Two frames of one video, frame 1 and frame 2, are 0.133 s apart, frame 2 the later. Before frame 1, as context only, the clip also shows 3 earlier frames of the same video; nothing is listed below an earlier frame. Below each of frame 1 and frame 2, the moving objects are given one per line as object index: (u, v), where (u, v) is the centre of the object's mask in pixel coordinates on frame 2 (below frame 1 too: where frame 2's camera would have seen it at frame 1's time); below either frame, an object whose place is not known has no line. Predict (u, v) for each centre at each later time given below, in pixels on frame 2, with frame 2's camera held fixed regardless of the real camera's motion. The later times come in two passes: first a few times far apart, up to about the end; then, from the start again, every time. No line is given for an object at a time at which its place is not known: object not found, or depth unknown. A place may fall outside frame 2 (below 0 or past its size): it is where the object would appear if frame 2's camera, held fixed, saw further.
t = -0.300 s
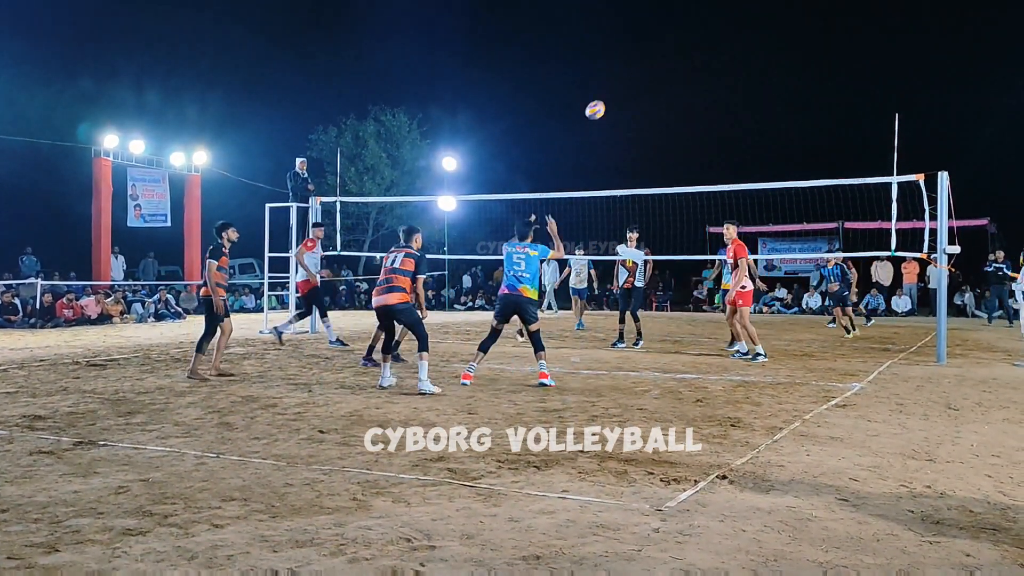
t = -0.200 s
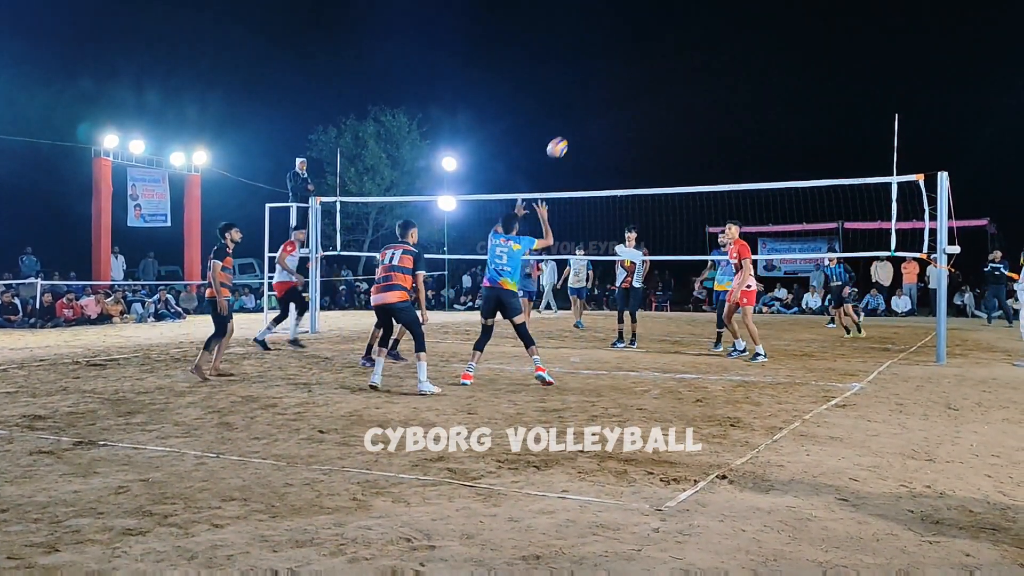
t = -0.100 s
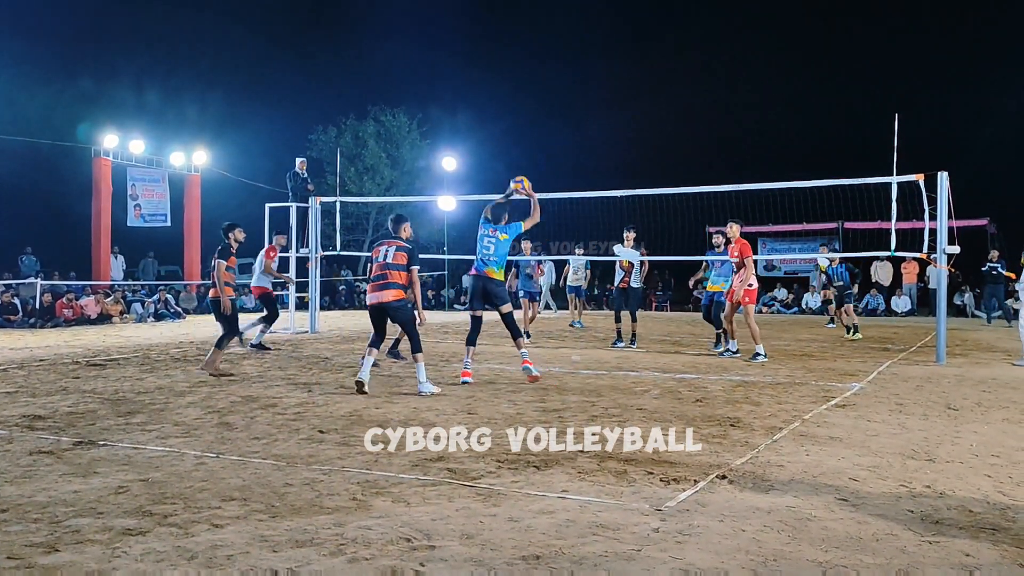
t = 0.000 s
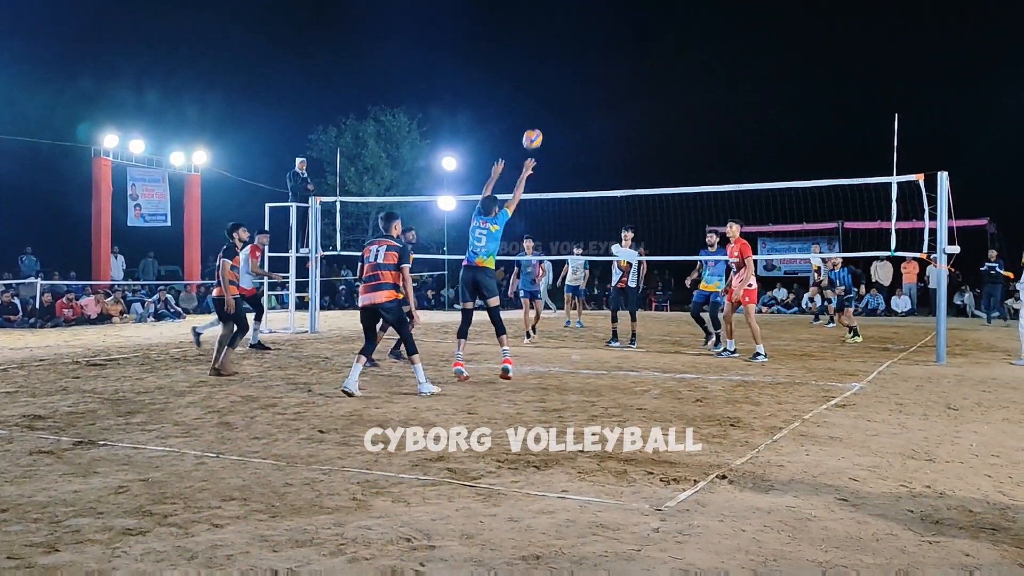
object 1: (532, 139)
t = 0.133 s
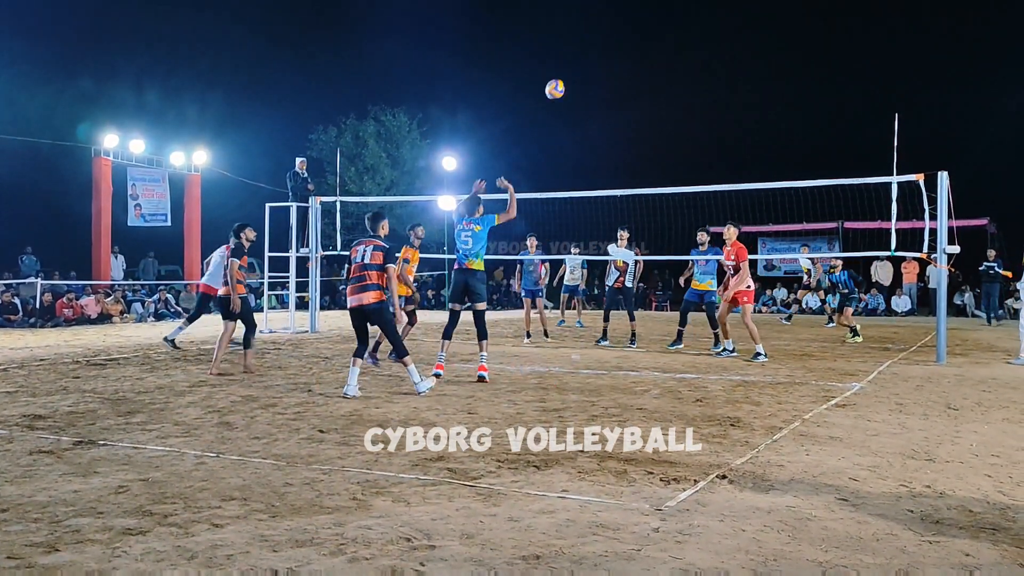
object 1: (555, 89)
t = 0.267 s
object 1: (575, 57)
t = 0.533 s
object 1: (612, 41)
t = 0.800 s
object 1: (643, 81)
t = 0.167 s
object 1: (560, 79)
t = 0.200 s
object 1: (565, 71)
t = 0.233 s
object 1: (570, 63)
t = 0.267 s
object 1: (575, 57)
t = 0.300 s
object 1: (580, 51)
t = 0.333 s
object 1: (585, 47)
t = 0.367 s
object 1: (589, 44)
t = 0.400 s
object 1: (594, 42)
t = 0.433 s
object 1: (599, 40)
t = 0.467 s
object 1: (603, 40)
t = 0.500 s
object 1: (608, 40)
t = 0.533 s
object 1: (612, 41)
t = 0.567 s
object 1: (616, 43)
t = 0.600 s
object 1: (620, 46)
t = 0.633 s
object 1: (624, 50)
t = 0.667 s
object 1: (628, 55)
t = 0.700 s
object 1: (632, 60)
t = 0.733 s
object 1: (636, 67)
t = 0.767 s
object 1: (640, 73)
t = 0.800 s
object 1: (643, 81)
